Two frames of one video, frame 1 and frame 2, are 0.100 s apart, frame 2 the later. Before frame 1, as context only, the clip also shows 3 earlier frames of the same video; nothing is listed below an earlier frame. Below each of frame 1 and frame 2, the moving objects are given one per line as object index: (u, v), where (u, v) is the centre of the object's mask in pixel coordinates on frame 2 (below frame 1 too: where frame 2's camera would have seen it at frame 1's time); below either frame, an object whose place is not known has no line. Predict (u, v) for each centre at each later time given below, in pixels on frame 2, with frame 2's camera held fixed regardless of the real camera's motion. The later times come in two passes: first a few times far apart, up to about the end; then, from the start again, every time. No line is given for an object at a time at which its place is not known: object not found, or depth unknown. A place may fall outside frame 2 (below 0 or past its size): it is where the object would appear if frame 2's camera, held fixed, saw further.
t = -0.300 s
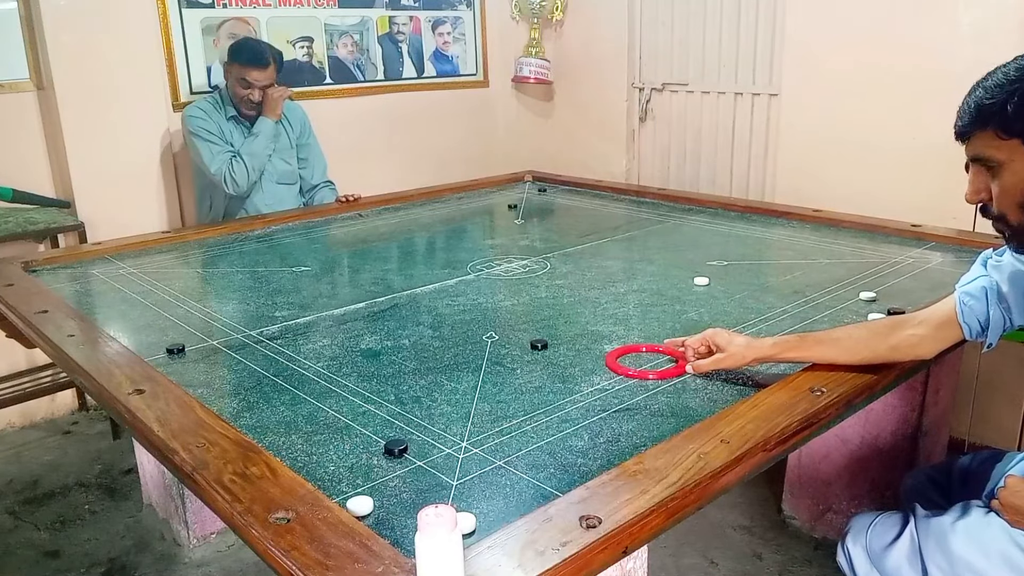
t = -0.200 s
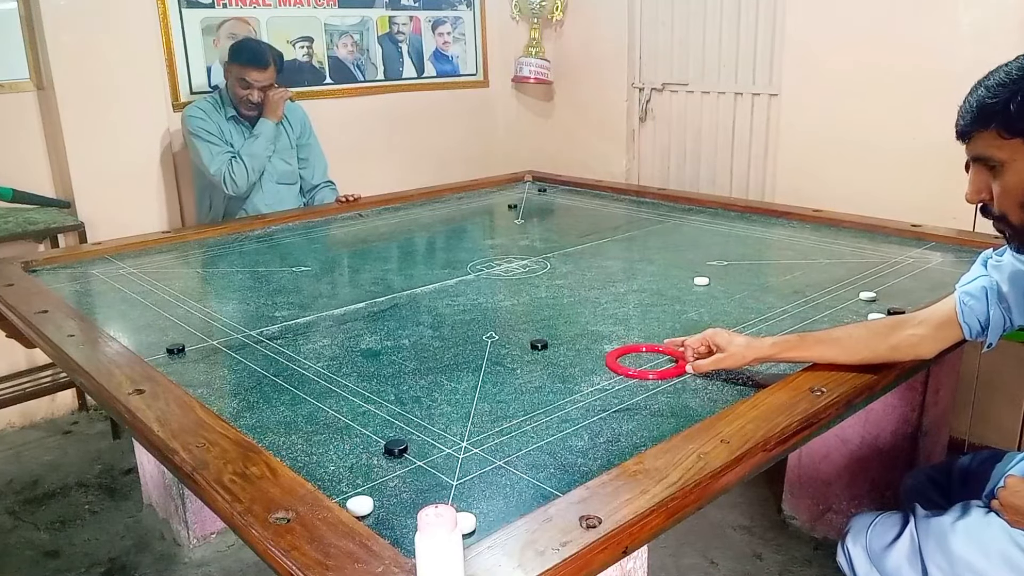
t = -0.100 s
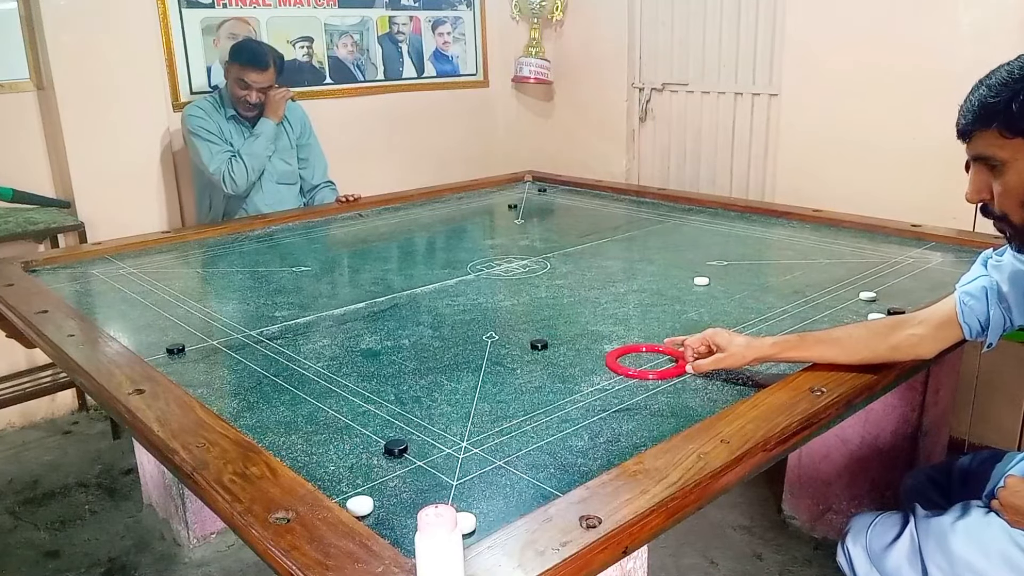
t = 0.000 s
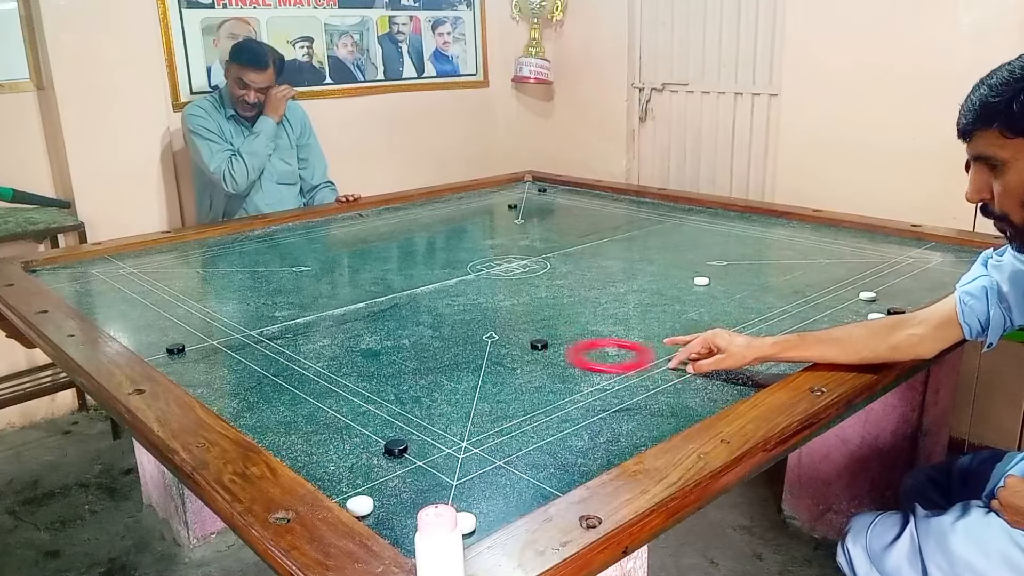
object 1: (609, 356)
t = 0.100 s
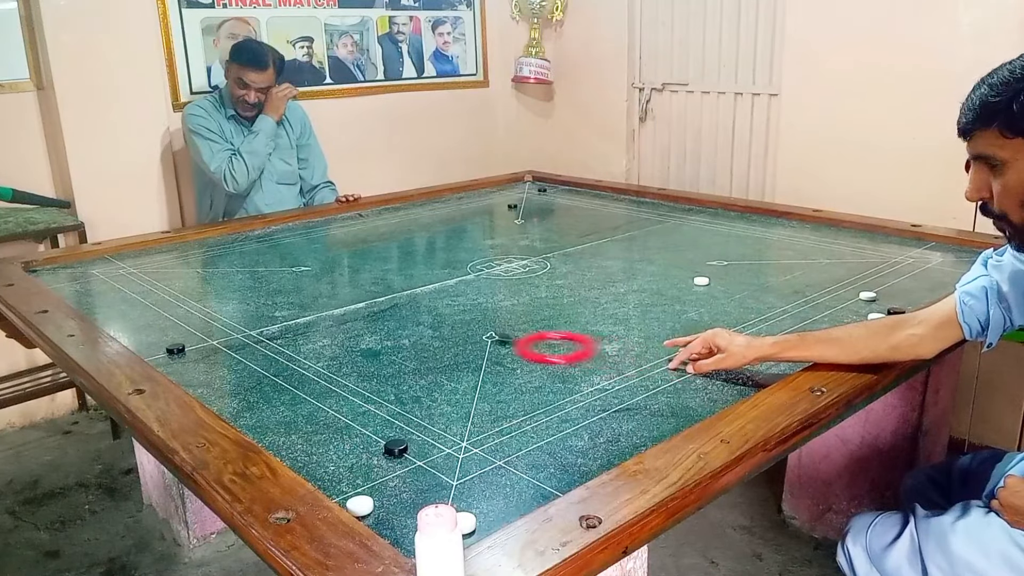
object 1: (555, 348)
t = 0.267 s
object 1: (480, 336)
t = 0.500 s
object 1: (387, 321)
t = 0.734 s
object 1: (305, 309)
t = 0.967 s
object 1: (234, 298)
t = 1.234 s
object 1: (164, 286)
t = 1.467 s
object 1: (110, 278)
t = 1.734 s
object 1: (59, 270)
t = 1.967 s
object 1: (76, 279)
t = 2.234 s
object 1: (107, 286)
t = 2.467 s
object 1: (136, 293)
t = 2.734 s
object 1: (169, 301)
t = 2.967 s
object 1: (199, 307)
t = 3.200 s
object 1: (229, 314)
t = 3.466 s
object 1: (264, 321)
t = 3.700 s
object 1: (292, 327)
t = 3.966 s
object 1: (325, 334)
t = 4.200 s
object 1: (352, 339)
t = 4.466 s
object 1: (382, 346)
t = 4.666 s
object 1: (405, 350)
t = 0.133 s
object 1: (540, 345)
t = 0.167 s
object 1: (525, 343)
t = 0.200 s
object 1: (510, 340)
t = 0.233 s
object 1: (494, 338)
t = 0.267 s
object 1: (480, 336)
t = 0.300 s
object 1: (466, 334)
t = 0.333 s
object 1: (452, 332)
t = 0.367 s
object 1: (439, 330)
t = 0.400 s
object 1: (425, 327)
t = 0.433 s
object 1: (412, 325)
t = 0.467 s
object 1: (400, 323)
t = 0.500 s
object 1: (387, 321)
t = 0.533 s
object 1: (375, 320)
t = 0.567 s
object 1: (363, 318)
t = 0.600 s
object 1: (352, 316)
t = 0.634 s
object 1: (339, 314)
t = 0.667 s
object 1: (328, 312)
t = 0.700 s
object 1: (316, 310)
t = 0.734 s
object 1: (305, 309)
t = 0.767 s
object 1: (294, 307)
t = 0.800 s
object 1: (284, 306)
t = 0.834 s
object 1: (273, 304)
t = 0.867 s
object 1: (264, 302)
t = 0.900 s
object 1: (254, 301)
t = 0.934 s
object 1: (244, 299)
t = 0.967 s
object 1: (234, 298)
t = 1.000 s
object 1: (225, 296)
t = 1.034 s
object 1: (216, 295)
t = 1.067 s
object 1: (206, 294)
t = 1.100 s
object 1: (197, 292)
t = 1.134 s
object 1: (188, 291)
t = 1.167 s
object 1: (180, 289)
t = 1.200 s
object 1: (172, 288)
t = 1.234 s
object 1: (164, 286)
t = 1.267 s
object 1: (155, 285)
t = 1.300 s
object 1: (147, 284)
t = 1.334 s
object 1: (139, 283)
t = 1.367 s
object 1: (132, 282)
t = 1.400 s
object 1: (125, 280)
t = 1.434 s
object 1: (117, 279)
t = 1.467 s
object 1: (110, 278)
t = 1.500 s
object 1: (102, 277)
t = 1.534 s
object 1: (96, 275)
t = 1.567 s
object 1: (88, 275)
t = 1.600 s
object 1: (82, 273)
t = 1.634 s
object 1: (75, 273)
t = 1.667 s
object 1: (69, 272)
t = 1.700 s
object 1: (62, 270)
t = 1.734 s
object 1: (59, 270)
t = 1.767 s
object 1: (58, 272)
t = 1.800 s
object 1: (60, 273)
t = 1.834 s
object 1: (63, 274)
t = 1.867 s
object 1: (66, 275)
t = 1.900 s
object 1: (70, 276)
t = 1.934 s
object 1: (73, 277)
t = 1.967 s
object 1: (76, 279)
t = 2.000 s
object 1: (79, 280)
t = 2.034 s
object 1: (83, 281)
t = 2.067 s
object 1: (87, 282)
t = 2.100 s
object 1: (92, 283)
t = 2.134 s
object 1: (95, 283)
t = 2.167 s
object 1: (99, 284)
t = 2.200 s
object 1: (102, 285)
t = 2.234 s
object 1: (107, 286)
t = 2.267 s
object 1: (111, 287)
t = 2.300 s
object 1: (114, 288)
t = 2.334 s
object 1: (118, 289)
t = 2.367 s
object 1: (123, 291)
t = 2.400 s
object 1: (128, 291)
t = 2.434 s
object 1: (132, 292)
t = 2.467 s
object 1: (136, 293)
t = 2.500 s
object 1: (140, 294)
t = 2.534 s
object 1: (144, 295)
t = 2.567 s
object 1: (148, 296)
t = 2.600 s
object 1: (152, 297)
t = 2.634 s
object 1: (156, 298)
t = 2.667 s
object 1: (160, 299)
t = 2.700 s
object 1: (165, 300)
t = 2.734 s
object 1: (169, 301)
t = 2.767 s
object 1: (173, 302)
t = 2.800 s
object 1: (177, 303)
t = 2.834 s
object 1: (182, 304)
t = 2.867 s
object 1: (186, 305)
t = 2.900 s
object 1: (190, 306)
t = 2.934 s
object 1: (194, 307)
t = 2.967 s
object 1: (199, 307)
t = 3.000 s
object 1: (203, 308)
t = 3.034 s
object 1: (208, 309)
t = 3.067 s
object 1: (212, 310)
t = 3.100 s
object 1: (216, 311)
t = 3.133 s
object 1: (221, 312)
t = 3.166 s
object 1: (225, 313)
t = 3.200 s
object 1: (229, 314)
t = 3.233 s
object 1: (233, 315)
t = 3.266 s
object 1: (238, 316)
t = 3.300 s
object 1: (243, 316)
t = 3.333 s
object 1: (247, 317)
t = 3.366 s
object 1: (251, 318)
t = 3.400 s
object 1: (255, 319)
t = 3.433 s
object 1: (259, 320)
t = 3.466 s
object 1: (264, 321)
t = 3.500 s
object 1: (268, 322)
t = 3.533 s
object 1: (272, 323)
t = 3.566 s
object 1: (276, 324)
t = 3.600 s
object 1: (280, 325)
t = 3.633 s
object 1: (284, 325)
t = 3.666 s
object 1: (288, 326)
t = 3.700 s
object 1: (292, 327)
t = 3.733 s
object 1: (296, 328)
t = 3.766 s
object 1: (300, 329)
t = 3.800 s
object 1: (304, 330)
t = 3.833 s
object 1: (309, 331)
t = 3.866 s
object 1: (313, 331)
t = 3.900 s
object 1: (317, 332)
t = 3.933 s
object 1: (320, 333)
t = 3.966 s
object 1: (325, 334)
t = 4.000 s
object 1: (329, 334)
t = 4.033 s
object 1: (332, 335)
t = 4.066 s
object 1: (336, 336)
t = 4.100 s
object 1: (340, 337)
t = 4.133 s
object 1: (344, 338)
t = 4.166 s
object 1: (348, 339)
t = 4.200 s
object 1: (352, 339)
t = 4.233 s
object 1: (356, 340)
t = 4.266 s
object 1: (360, 341)
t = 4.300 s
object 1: (363, 342)
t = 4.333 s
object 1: (367, 343)
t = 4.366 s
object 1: (371, 344)
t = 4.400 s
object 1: (375, 344)
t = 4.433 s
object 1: (378, 345)
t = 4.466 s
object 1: (382, 346)
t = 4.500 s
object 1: (386, 346)
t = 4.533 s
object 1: (390, 347)
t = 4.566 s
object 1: (394, 348)
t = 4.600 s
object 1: (398, 349)
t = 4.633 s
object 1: (401, 350)
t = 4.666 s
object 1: (405, 350)
